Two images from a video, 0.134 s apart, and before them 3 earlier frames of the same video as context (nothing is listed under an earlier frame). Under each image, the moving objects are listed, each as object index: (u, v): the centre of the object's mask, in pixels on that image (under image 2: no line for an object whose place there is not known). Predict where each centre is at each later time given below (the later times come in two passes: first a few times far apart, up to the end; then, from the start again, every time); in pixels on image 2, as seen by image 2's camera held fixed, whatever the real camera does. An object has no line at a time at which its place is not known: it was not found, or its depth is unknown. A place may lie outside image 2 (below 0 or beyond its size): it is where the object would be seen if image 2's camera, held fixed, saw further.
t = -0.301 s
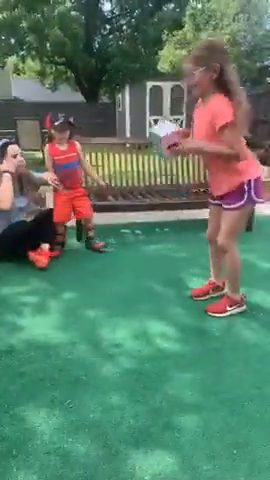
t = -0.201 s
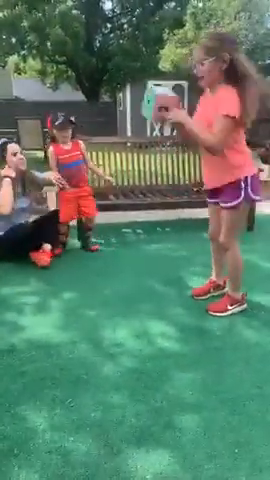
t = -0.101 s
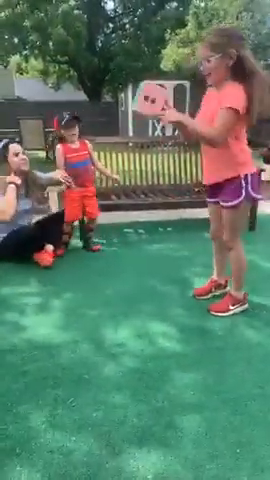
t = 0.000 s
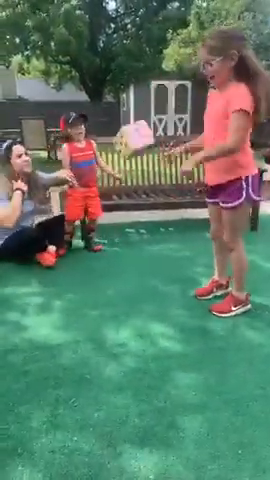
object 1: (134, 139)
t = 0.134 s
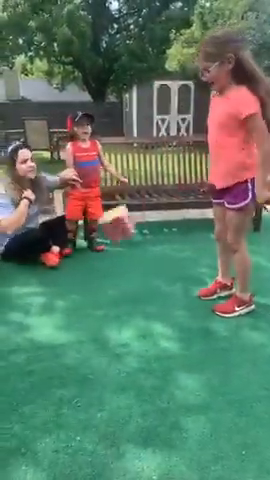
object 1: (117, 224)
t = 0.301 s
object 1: (83, 294)
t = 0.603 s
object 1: (16, 291)
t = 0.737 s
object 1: (-2, 304)
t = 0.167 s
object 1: (113, 248)
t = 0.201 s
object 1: (109, 274)
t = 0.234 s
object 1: (107, 298)
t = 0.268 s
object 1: (94, 296)
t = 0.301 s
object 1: (83, 294)
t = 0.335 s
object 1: (73, 296)
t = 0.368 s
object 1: (61, 298)
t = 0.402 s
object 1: (50, 301)
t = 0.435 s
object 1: (39, 303)
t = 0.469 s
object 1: (33, 299)
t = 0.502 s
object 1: (27, 294)
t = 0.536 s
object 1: (23, 291)
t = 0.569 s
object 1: (19, 290)
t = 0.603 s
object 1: (16, 291)
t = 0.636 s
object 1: (13, 294)
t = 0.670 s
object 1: (10, 299)
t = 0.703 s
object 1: (3, 300)
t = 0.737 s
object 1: (-2, 304)
